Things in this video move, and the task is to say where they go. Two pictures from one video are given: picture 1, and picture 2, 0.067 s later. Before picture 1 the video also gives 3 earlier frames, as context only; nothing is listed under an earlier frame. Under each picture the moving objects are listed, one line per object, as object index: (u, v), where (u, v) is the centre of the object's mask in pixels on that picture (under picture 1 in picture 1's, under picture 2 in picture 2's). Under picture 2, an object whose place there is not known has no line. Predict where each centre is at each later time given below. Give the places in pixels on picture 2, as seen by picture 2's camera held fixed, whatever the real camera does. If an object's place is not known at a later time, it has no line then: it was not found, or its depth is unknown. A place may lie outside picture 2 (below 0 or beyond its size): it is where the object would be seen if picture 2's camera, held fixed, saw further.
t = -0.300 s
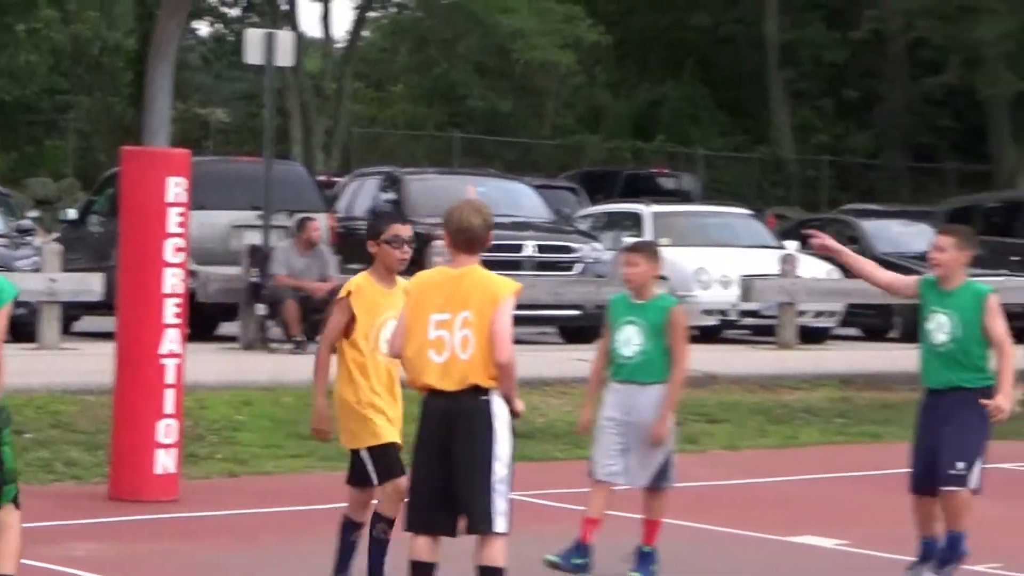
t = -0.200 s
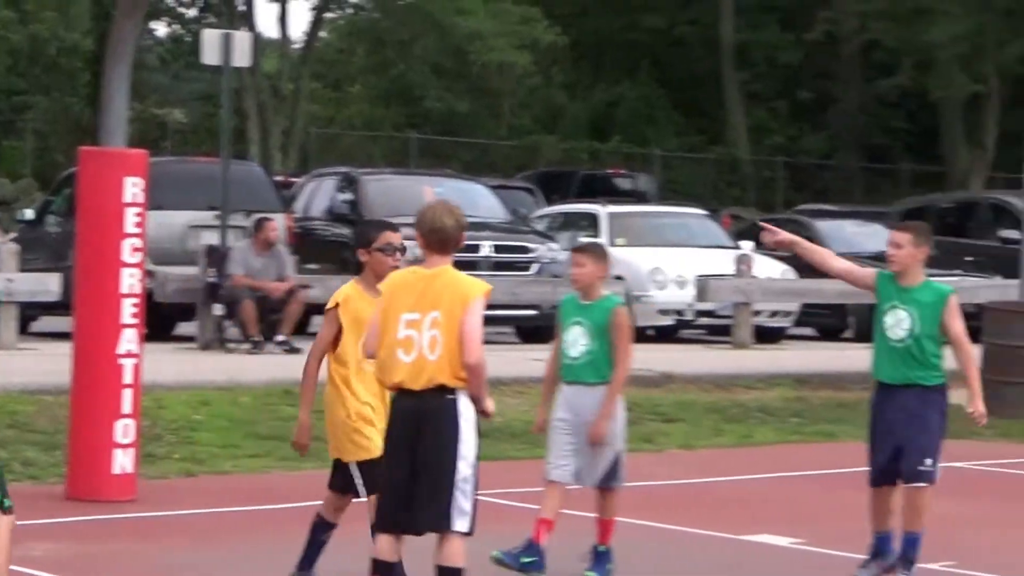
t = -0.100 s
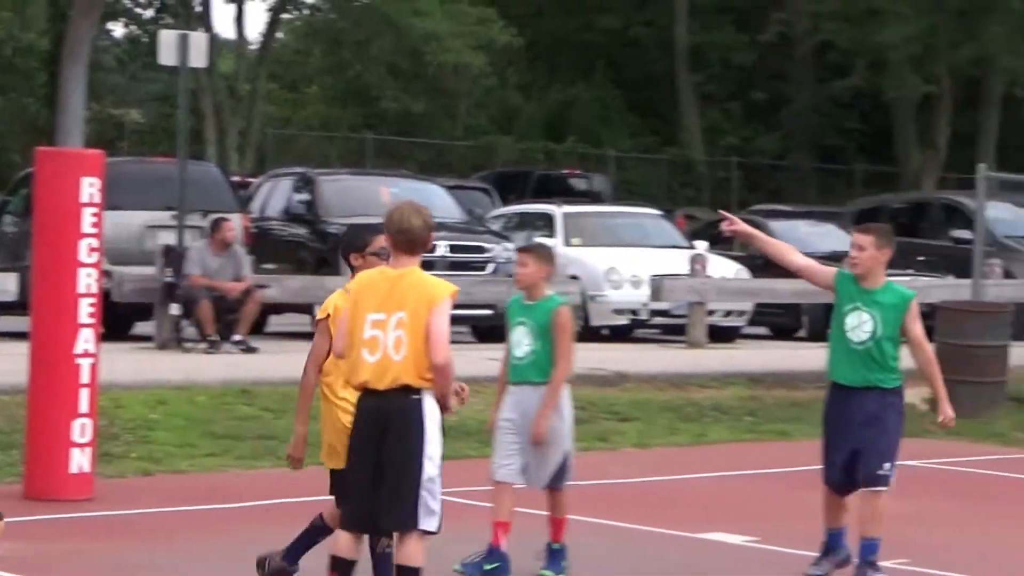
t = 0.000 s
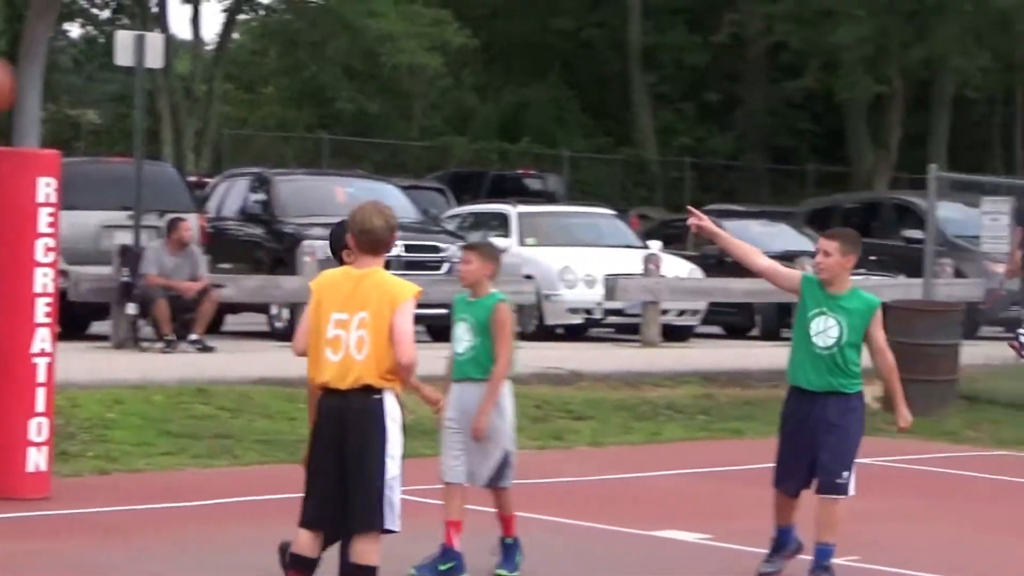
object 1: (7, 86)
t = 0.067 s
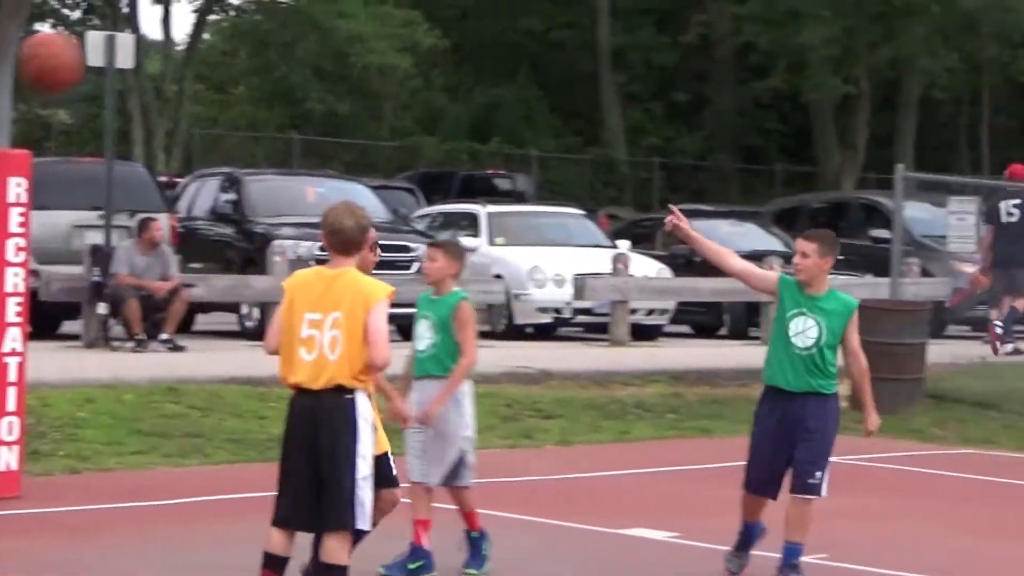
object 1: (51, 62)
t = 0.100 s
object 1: (97, 53)
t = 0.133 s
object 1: (148, 48)
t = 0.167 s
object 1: (197, 44)
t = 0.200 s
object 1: (242, 44)
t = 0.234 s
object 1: (287, 46)
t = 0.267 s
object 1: (331, 49)
